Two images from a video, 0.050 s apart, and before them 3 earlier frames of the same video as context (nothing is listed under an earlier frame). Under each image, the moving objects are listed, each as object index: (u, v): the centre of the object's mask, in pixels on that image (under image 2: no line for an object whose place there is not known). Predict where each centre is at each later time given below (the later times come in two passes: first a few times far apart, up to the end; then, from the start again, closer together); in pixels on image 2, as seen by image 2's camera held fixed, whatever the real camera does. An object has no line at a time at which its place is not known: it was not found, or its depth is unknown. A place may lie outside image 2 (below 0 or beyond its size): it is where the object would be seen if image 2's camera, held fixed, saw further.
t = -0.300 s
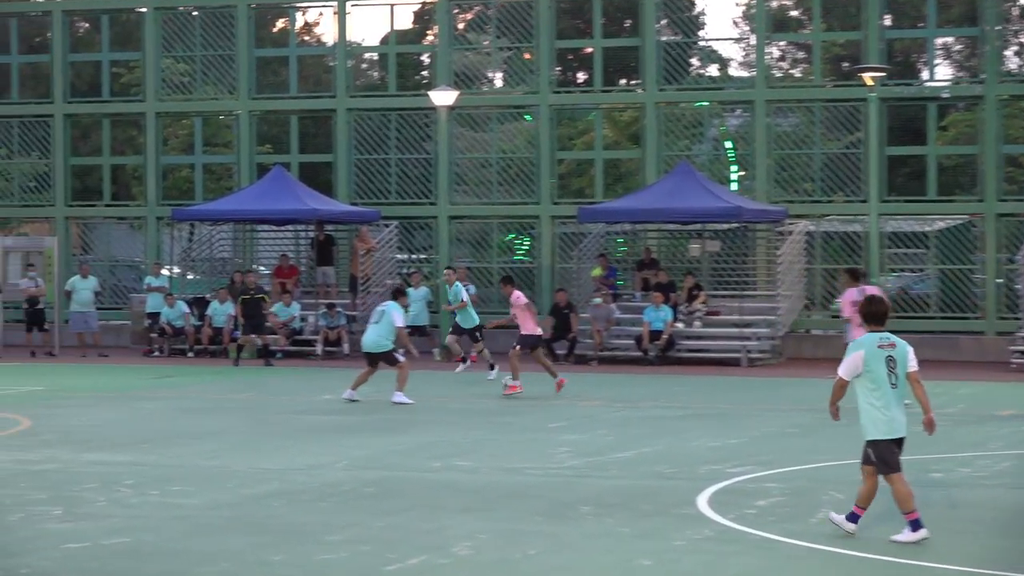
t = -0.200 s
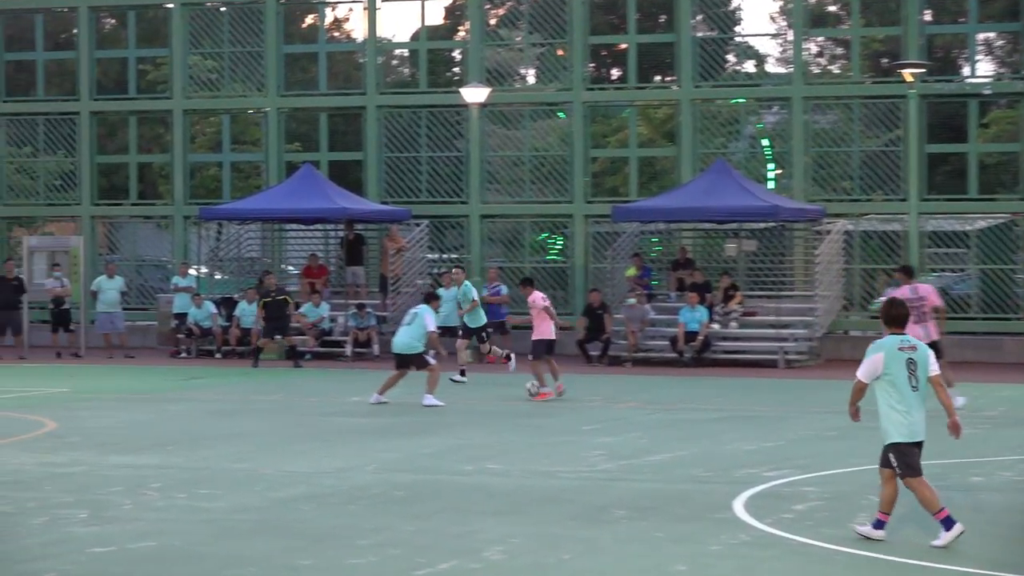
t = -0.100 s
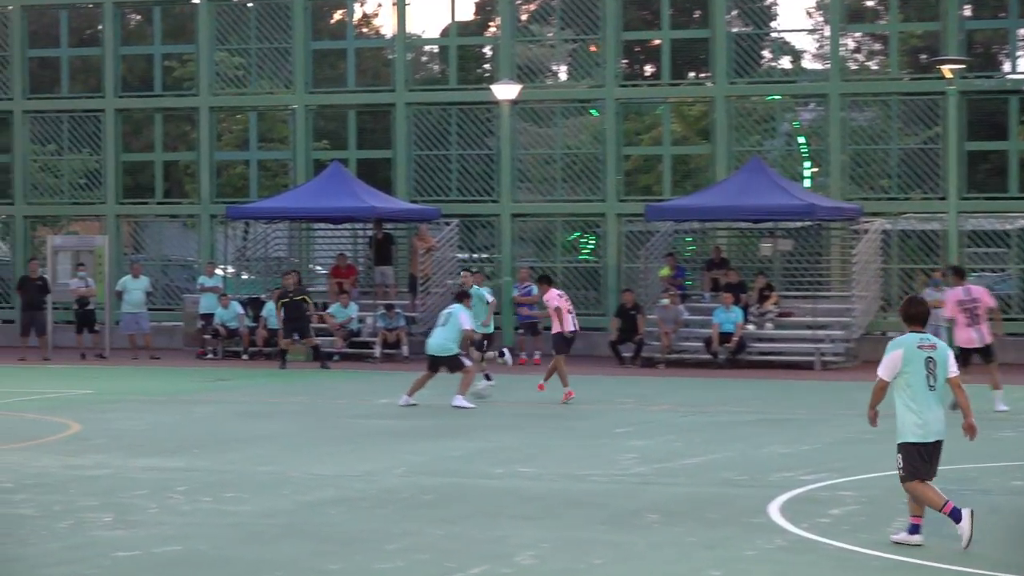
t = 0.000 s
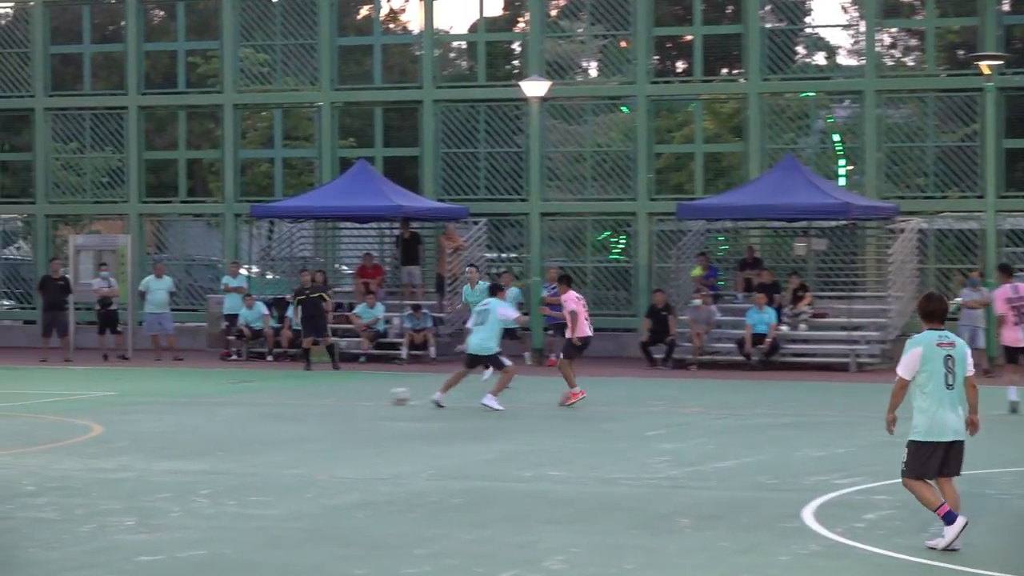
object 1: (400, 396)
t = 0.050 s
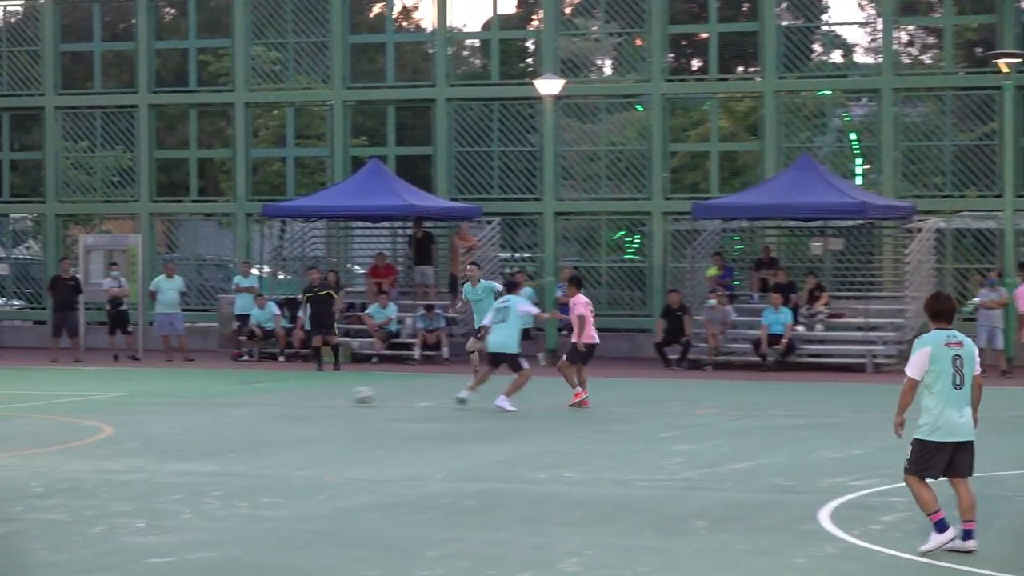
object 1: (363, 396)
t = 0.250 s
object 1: (183, 395)
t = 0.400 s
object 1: (74, 393)
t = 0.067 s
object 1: (347, 396)
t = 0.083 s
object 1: (330, 396)
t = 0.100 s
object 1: (314, 396)
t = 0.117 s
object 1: (297, 397)
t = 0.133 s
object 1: (281, 398)
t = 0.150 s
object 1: (266, 398)
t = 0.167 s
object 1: (252, 397)
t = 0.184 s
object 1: (237, 397)
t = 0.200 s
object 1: (223, 395)
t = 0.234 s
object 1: (197, 395)
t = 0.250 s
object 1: (183, 395)
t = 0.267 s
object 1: (170, 395)
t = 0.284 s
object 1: (157, 396)
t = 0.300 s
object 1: (144, 398)
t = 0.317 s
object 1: (132, 397)
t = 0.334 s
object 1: (120, 396)
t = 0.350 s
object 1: (108, 394)
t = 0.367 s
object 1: (99, 393)
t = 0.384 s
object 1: (85, 393)
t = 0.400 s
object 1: (74, 393)
